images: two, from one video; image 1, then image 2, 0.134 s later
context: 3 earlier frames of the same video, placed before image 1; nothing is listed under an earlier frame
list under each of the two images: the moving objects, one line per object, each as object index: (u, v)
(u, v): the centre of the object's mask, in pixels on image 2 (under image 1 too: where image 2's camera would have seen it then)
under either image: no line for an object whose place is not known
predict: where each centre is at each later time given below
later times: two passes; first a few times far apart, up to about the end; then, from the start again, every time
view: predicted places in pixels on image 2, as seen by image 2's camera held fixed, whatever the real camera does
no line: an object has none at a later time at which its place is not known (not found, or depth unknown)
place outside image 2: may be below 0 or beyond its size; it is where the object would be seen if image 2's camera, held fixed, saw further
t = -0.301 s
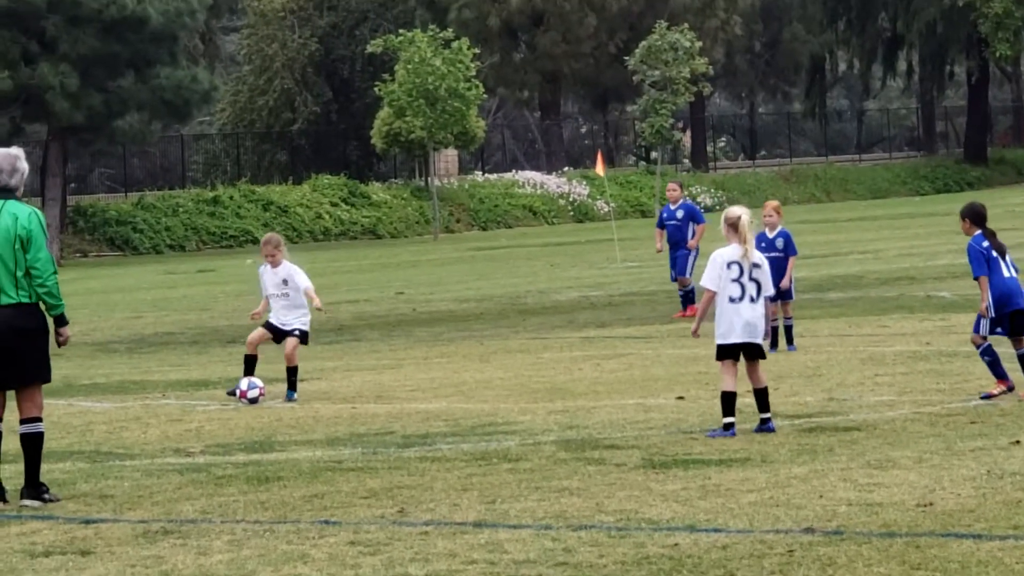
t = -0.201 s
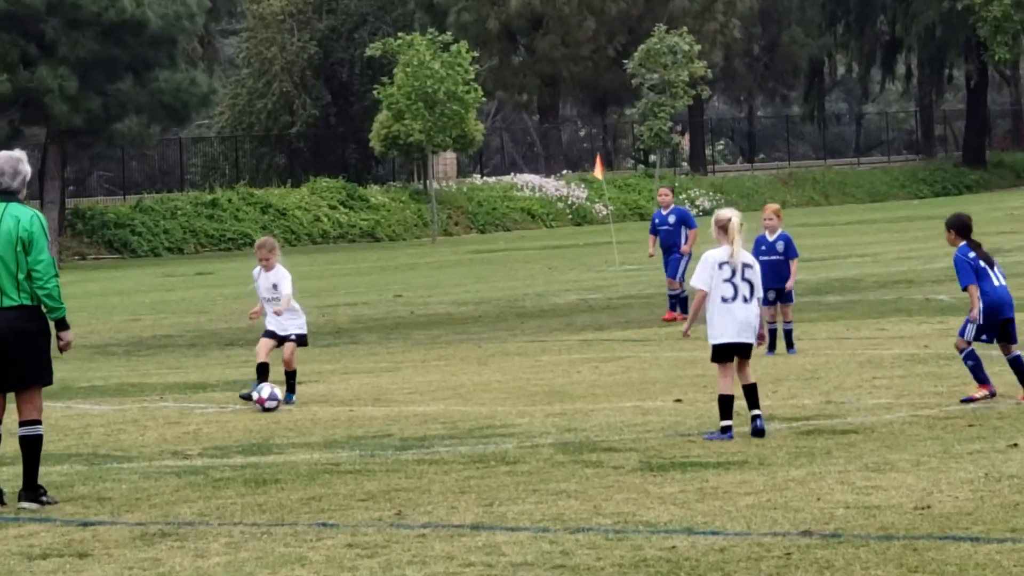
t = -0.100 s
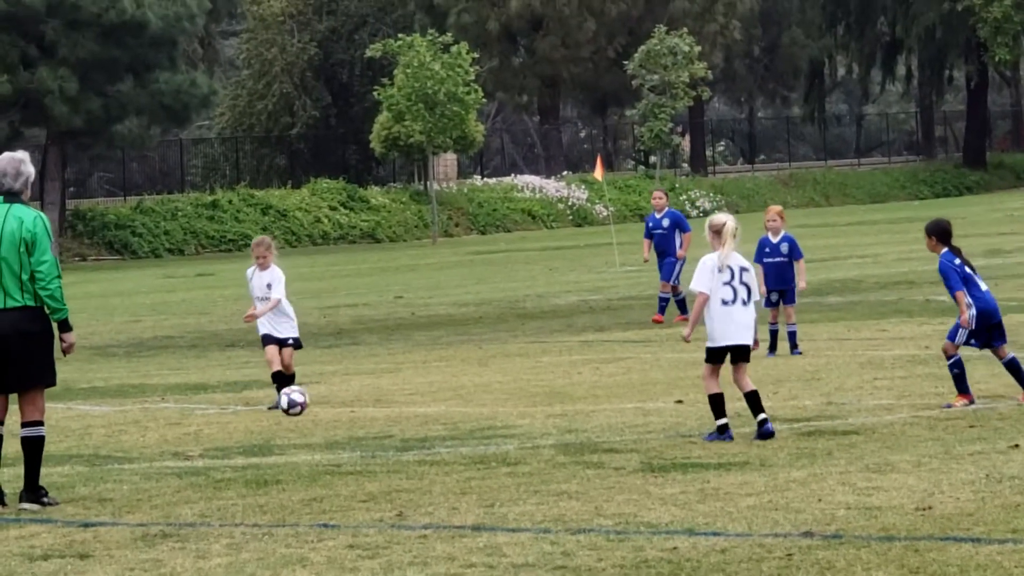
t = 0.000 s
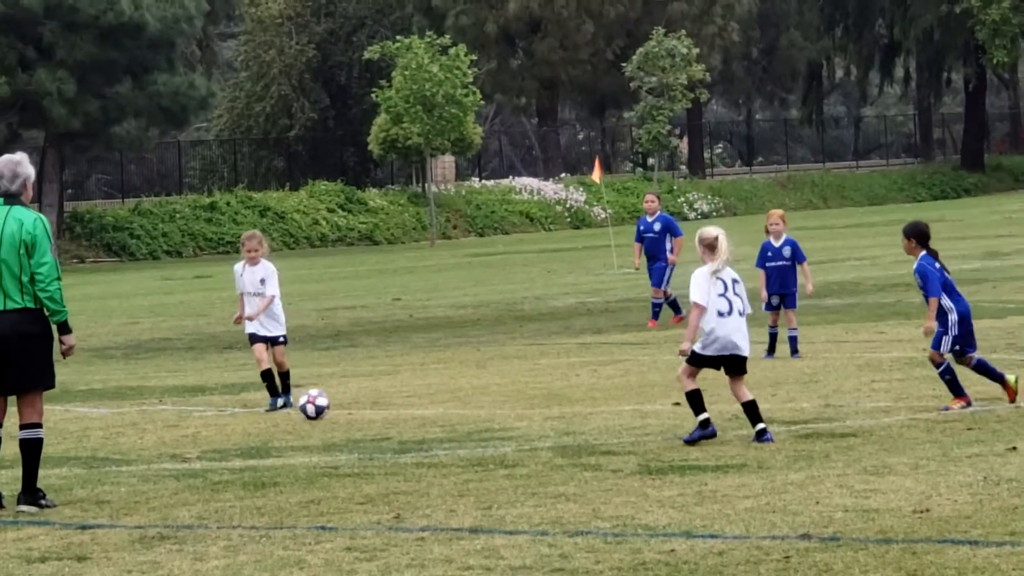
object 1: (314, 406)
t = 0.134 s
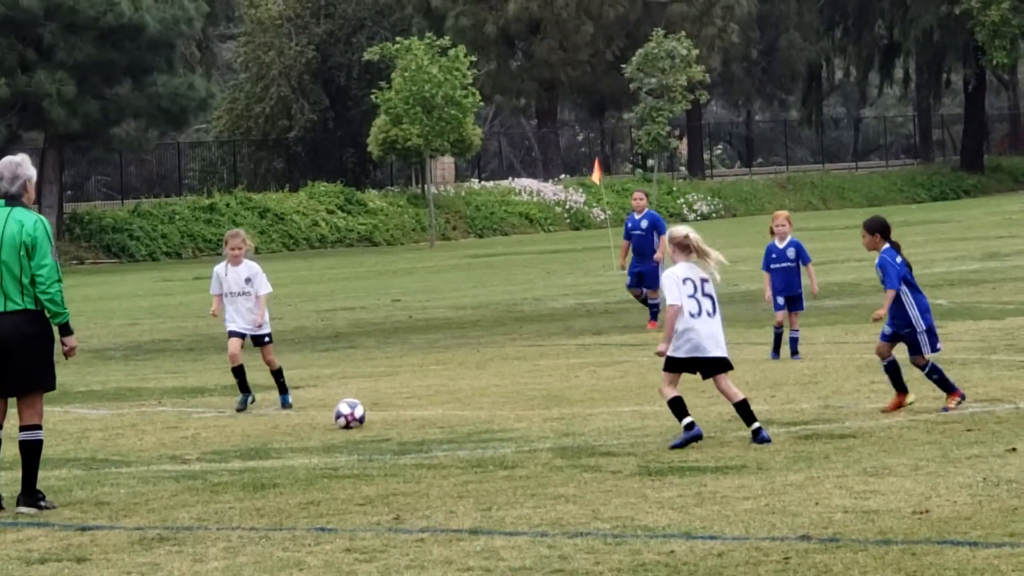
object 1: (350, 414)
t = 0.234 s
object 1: (370, 415)
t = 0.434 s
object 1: (409, 419)
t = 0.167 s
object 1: (357, 413)
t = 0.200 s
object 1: (363, 413)
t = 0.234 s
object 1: (370, 415)
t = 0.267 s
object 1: (377, 417)
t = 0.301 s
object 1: (383, 417)
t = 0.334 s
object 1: (390, 415)
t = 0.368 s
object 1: (396, 415)
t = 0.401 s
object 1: (403, 416)
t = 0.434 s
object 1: (409, 419)
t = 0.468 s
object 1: (417, 420)
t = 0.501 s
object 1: (423, 419)
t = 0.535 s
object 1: (428, 419)
